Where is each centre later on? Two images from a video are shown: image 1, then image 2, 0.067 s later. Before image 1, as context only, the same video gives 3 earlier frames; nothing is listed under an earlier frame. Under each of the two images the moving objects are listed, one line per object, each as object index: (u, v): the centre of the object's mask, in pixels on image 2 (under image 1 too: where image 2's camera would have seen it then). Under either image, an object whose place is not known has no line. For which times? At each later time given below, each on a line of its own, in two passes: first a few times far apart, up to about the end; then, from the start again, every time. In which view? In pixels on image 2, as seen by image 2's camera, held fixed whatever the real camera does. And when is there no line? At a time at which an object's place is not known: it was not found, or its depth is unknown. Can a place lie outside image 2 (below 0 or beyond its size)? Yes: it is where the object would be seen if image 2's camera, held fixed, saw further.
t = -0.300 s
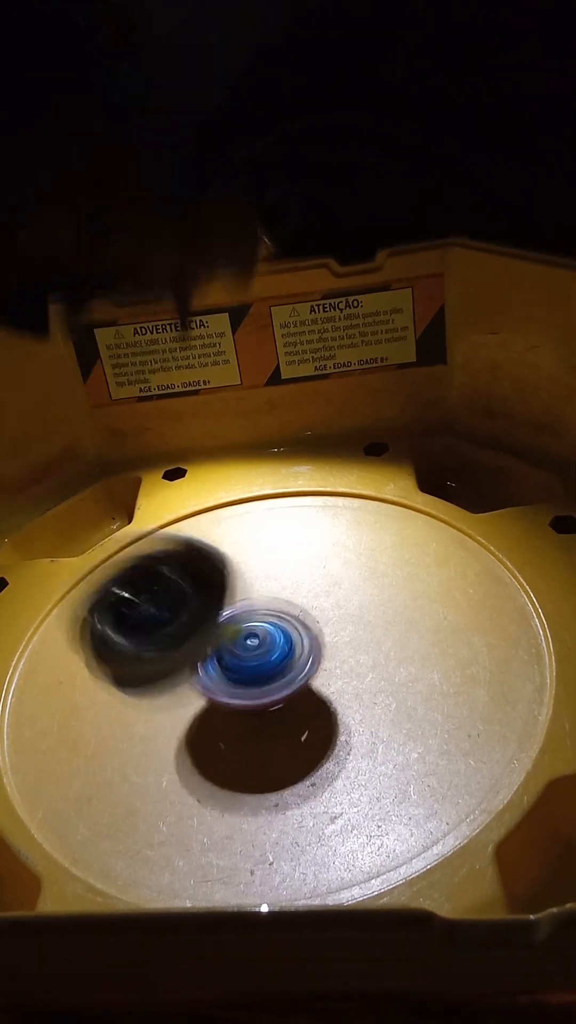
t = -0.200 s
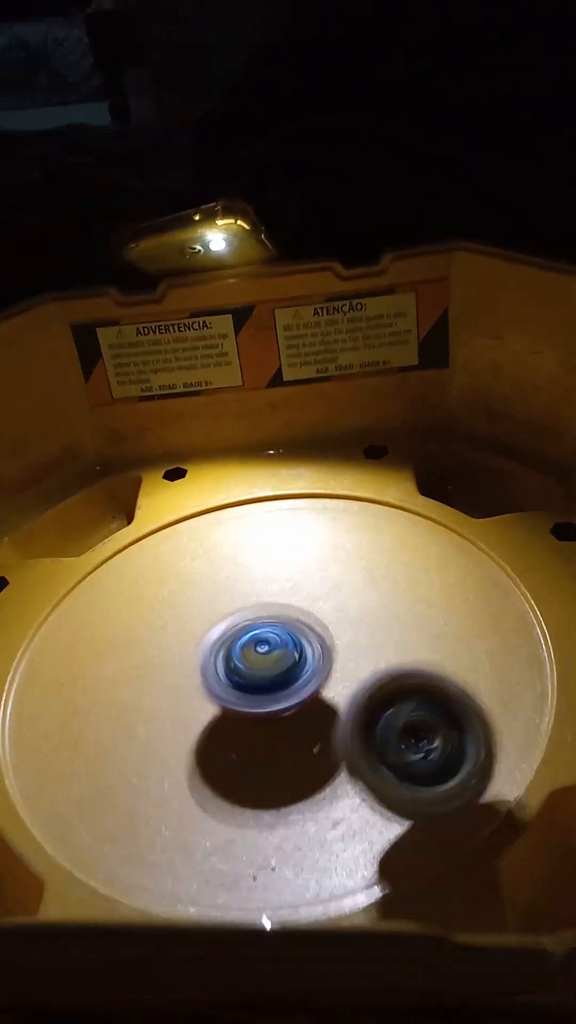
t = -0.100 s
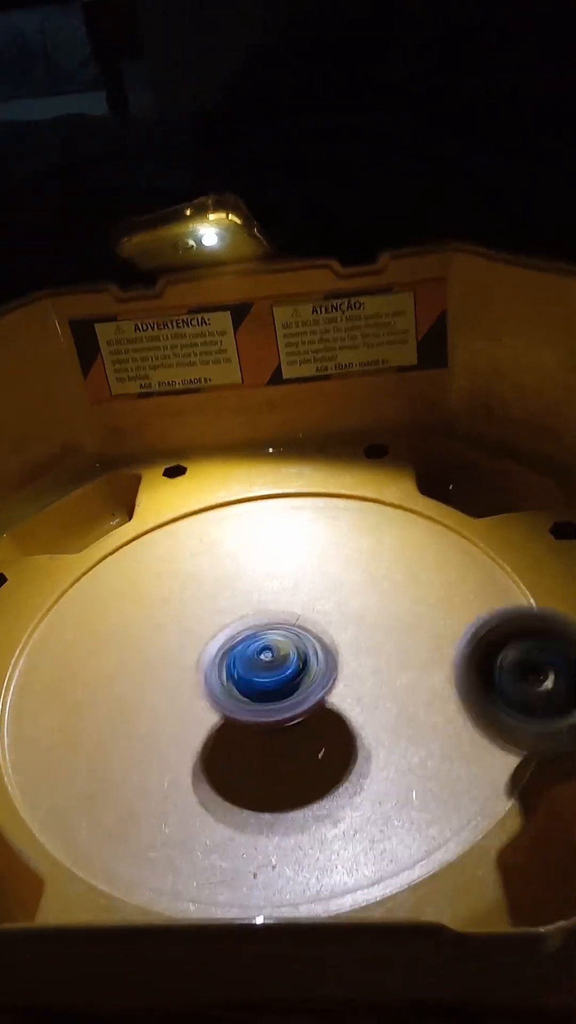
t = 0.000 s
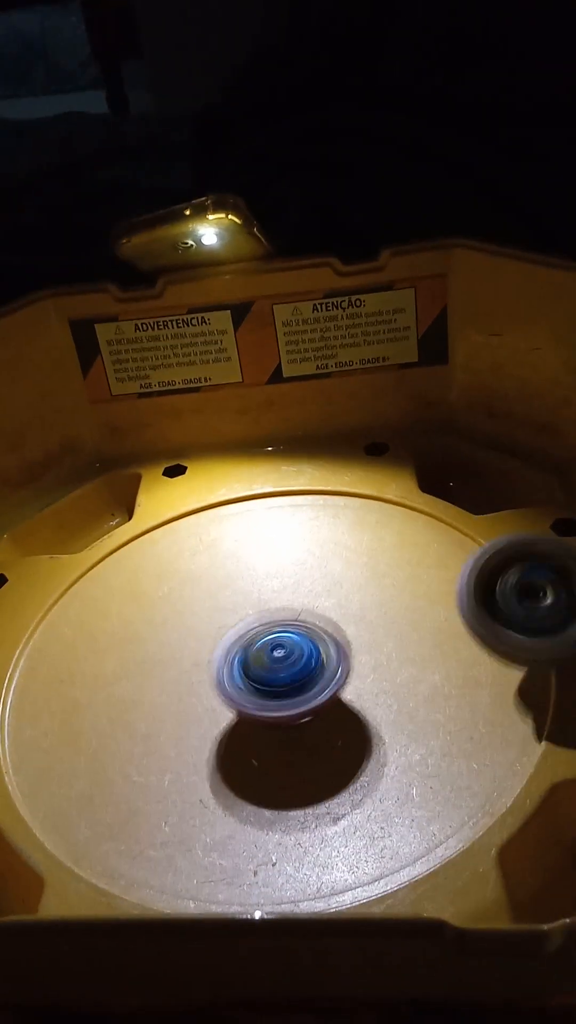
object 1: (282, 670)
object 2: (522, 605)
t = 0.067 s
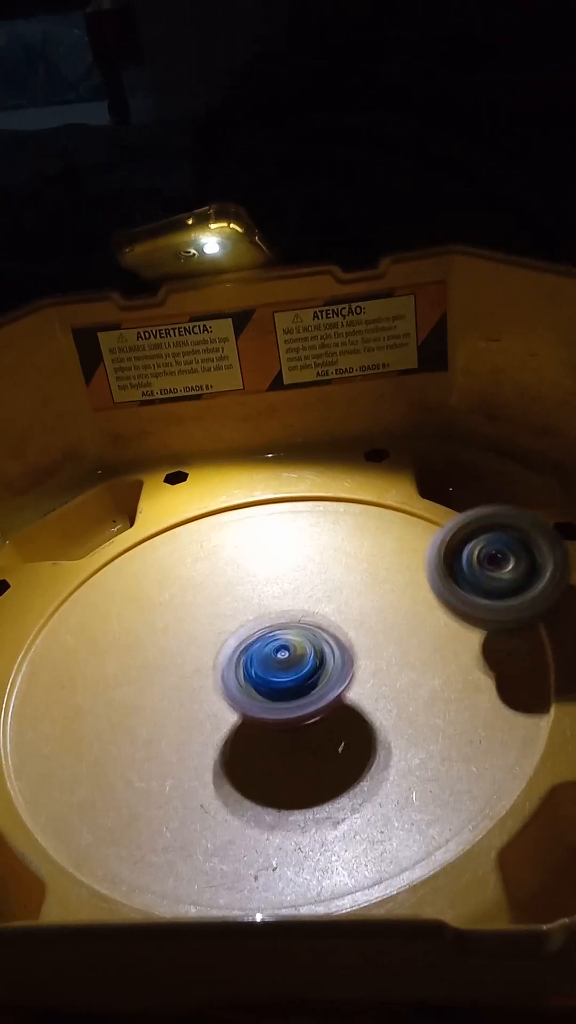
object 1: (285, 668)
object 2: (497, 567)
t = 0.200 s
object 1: (287, 660)
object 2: (442, 517)
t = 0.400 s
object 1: (267, 655)
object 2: (340, 527)
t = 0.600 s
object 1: (212, 706)
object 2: (288, 586)
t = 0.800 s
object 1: (161, 768)
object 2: (309, 606)
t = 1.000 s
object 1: (167, 787)
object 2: (319, 615)
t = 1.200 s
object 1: (172, 775)
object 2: (310, 647)
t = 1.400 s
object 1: (173, 731)
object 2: (328, 674)
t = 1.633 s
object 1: (184, 674)
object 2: (331, 640)
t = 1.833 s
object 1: (106, 603)
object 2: (407, 637)
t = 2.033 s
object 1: (135, 583)
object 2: (408, 608)
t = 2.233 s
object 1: (188, 575)
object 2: (316, 630)
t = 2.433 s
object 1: (242, 582)
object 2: (241, 708)
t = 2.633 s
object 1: (295, 607)
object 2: (199, 787)
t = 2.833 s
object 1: (330, 645)
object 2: (218, 809)
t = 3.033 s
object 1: (384, 662)
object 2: (177, 754)
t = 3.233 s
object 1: (388, 677)
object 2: (127, 698)
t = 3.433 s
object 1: (334, 698)
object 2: (123, 631)
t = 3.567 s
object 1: (287, 704)
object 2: (138, 591)
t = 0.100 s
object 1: (285, 666)
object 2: (481, 550)
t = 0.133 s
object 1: (287, 663)
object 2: (470, 538)
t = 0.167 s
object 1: (288, 662)
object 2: (456, 527)
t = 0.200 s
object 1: (287, 660)
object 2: (442, 517)
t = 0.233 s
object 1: (284, 659)
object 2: (429, 508)
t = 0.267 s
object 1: (281, 657)
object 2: (413, 503)
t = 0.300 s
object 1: (278, 656)
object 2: (395, 503)
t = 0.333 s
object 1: (274, 655)
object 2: (375, 507)
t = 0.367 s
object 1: (269, 655)
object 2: (358, 515)
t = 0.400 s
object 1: (267, 655)
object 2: (340, 527)
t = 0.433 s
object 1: (264, 656)
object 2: (324, 542)
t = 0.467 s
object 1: (257, 661)
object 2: (310, 555)
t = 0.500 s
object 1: (238, 677)
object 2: (309, 555)
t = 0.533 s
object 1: (223, 690)
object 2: (304, 561)
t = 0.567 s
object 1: (217, 698)
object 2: (297, 573)
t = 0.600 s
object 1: (212, 706)
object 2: (288, 586)
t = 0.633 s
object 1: (209, 712)
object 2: (280, 599)
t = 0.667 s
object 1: (205, 719)
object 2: (276, 614)
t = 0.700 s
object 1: (184, 739)
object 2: (288, 608)
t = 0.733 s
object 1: (170, 754)
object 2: (297, 606)
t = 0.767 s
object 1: (163, 763)
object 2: (304, 606)
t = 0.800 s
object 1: (161, 768)
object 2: (309, 606)
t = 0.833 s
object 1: (161, 773)
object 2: (312, 607)
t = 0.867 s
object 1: (161, 778)
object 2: (316, 607)
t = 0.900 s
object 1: (163, 782)
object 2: (319, 608)
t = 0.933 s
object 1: (163, 784)
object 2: (320, 609)
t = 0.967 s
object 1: (166, 785)
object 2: (319, 611)
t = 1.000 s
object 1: (167, 787)
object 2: (319, 615)
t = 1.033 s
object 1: (168, 787)
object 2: (318, 619)
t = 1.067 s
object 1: (169, 787)
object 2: (316, 624)
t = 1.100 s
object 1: (170, 785)
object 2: (314, 629)
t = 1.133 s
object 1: (170, 783)
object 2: (313, 635)
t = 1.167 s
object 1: (171, 780)
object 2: (312, 641)
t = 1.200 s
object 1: (172, 775)
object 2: (310, 647)
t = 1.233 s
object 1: (174, 769)
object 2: (309, 654)
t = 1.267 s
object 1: (176, 762)
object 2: (309, 661)
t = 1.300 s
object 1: (177, 755)
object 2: (308, 668)
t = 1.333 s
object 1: (181, 747)
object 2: (308, 674)
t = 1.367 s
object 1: (175, 740)
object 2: (316, 675)
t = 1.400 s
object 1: (173, 731)
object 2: (328, 674)
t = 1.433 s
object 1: (173, 721)
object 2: (338, 670)
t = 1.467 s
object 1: (176, 712)
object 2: (346, 666)
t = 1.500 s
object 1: (177, 704)
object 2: (349, 659)
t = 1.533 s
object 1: (179, 696)
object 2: (349, 653)
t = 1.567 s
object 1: (180, 688)
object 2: (346, 648)
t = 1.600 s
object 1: (182, 680)
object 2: (340, 644)
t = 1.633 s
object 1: (184, 674)
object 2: (331, 640)
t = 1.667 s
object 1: (181, 666)
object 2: (319, 639)
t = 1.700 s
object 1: (145, 655)
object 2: (349, 643)
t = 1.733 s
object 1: (120, 636)
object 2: (376, 643)
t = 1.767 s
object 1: (107, 623)
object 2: (390, 644)
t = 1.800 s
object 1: (104, 612)
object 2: (400, 641)
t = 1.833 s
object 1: (106, 603)
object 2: (407, 637)
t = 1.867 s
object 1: (110, 597)
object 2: (415, 632)
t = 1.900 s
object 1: (115, 593)
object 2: (420, 626)
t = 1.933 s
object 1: (118, 589)
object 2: (423, 619)
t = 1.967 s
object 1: (123, 586)
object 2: (421, 613)
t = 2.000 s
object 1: (129, 584)
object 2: (416, 610)
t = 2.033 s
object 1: (135, 583)
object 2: (408, 608)
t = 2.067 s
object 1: (143, 580)
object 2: (396, 608)
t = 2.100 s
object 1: (152, 578)
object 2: (381, 609)
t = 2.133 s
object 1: (161, 576)
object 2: (365, 612)
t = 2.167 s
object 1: (170, 576)
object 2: (350, 617)
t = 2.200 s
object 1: (180, 575)
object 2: (334, 623)
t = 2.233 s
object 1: (188, 575)
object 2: (316, 630)
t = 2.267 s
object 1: (195, 576)
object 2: (299, 637)
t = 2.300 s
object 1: (203, 577)
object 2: (282, 644)
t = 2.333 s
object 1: (210, 574)
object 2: (269, 662)
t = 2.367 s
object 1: (222, 577)
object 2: (255, 681)
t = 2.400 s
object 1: (232, 579)
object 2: (248, 694)
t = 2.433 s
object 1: (242, 582)
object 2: (241, 708)
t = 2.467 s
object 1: (251, 583)
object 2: (232, 722)
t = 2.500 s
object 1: (257, 588)
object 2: (225, 736)
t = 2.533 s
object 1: (266, 592)
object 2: (217, 749)
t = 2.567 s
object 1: (275, 597)
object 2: (210, 763)
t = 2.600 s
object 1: (283, 602)
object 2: (203, 777)
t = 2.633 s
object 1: (295, 607)
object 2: (199, 787)
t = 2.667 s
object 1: (303, 612)
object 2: (196, 798)
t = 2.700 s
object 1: (309, 616)
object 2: (195, 806)
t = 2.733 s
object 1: (313, 622)
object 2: (196, 812)
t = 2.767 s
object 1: (319, 631)
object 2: (201, 815)
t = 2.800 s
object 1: (324, 638)
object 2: (210, 813)
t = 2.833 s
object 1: (330, 645)
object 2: (218, 809)
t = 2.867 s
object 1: (334, 651)
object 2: (224, 799)
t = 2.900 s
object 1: (336, 659)
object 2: (229, 787)
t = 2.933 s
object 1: (339, 665)
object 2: (233, 774)
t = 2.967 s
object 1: (340, 673)
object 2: (235, 760)
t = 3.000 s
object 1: (362, 669)
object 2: (202, 759)
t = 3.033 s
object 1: (384, 662)
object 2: (177, 754)
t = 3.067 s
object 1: (395, 658)
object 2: (163, 746)
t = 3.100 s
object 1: (399, 659)
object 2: (154, 738)
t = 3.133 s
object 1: (400, 665)
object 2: (145, 729)
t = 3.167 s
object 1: (396, 670)
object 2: (136, 719)
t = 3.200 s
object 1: (394, 673)
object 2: (132, 709)
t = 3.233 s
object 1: (388, 677)
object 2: (127, 698)
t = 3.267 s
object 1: (379, 682)
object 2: (123, 686)
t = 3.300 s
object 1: (373, 686)
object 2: (121, 675)
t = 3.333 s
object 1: (366, 690)
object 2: (121, 665)
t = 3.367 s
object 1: (356, 692)
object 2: (119, 653)
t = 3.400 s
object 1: (345, 694)
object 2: (121, 641)
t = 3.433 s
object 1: (334, 698)
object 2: (123, 631)
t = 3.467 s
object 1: (322, 701)
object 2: (125, 619)
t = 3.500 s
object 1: (313, 702)
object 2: (130, 610)
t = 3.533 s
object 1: (301, 703)
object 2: (134, 600)
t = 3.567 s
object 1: (287, 704)
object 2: (138, 591)
